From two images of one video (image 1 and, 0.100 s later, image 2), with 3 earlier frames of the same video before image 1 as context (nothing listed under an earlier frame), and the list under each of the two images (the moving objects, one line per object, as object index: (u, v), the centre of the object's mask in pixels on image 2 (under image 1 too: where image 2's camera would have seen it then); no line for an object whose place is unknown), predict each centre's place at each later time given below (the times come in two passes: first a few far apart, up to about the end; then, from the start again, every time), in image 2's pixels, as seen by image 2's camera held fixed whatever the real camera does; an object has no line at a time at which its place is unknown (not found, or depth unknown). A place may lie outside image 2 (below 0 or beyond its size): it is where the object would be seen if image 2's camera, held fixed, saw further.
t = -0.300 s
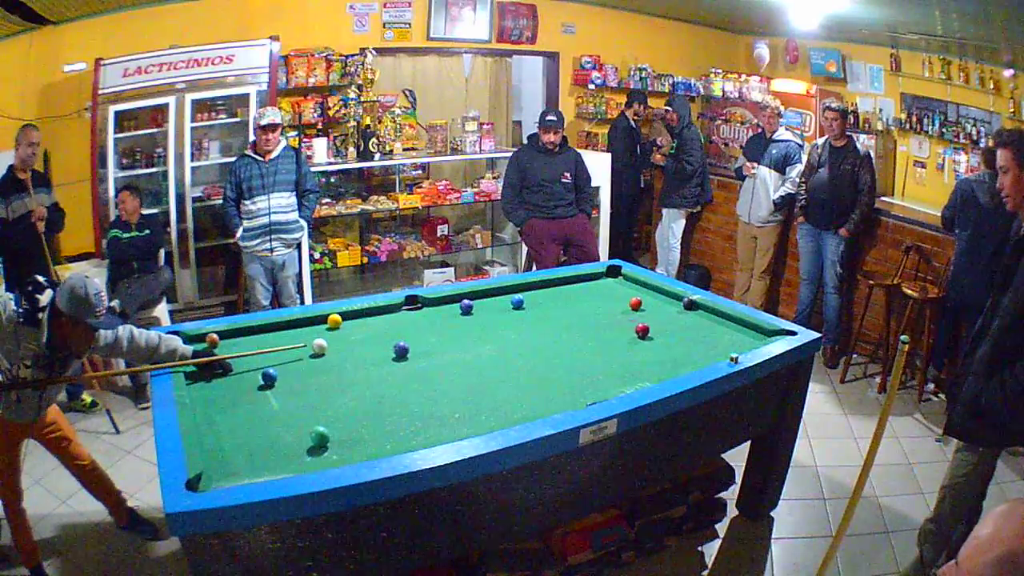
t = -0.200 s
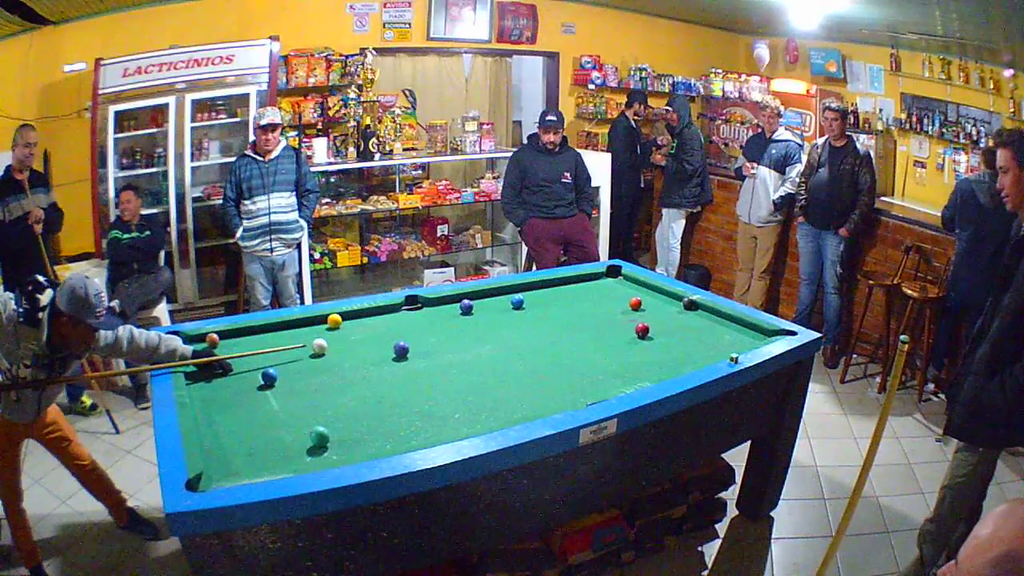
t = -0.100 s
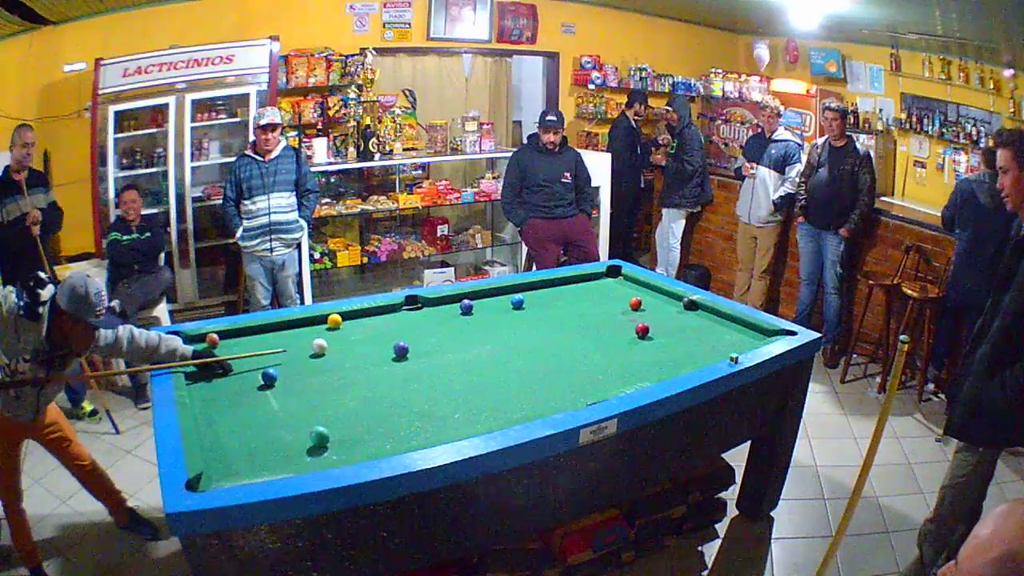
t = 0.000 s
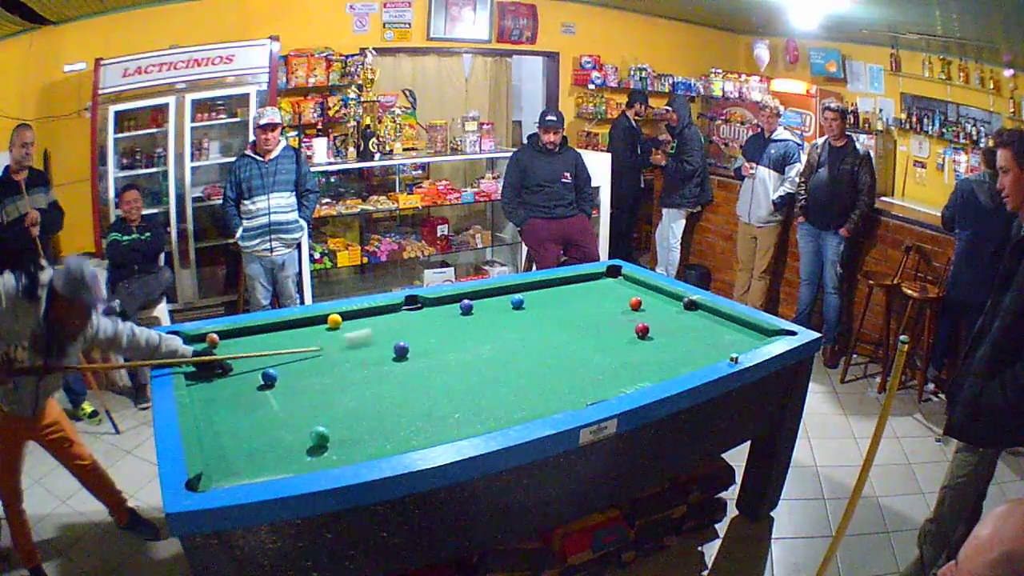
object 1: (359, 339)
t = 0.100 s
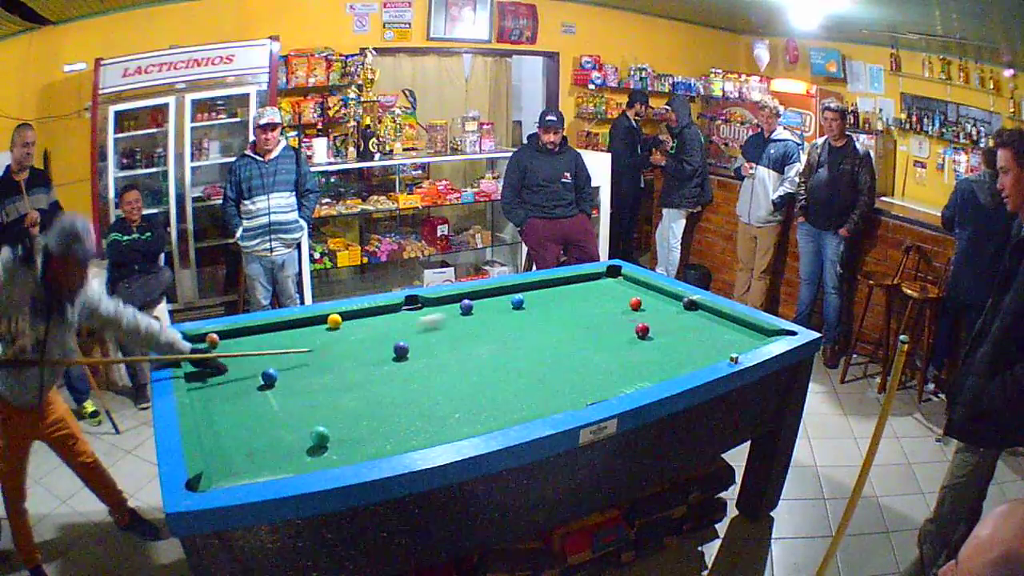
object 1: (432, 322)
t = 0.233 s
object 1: (506, 307)
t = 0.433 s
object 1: (530, 306)
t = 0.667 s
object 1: (559, 303)
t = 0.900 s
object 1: (587, 300)
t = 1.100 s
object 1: (608, 296)
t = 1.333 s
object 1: (627, 291)
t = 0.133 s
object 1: (452, 317)
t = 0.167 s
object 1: (473, 312)
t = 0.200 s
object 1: (490, 308)
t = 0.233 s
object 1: (506, 307)
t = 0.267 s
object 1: (511, 306)
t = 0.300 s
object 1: (513, 306)
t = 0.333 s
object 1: (517, 306)
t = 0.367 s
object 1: (522, 306)
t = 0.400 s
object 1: (527, 306)
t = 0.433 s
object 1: (530, 306)
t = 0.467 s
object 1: (535, 304)
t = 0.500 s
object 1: (540, 304)
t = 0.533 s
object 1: (543, 304)
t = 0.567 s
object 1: (548, 304)
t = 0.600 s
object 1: (552, 303)
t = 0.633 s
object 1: (556, 303)
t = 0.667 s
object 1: (559, 303)
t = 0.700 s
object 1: (564, 302)
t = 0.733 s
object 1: (568, 302)
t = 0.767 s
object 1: (571, 302)
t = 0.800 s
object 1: (575, 301)
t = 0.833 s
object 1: (580, 300)
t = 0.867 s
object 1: (583, 300)
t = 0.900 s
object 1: (587, 300)
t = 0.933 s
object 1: (590, 299)
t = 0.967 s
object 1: (594, 298)
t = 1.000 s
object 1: (598, 299)
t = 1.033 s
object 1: (601, 299)
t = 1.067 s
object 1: (605, 297)
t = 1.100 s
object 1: (608, 296)
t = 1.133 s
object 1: (611, 296)
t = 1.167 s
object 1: (614, 296)
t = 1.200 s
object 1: (617, 295)
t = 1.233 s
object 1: (620, 294)
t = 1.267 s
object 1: (622, 292)
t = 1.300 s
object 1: (625, 292)
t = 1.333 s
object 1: (627, 291)
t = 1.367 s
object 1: (630, 291)
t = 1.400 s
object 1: (633, 290)
